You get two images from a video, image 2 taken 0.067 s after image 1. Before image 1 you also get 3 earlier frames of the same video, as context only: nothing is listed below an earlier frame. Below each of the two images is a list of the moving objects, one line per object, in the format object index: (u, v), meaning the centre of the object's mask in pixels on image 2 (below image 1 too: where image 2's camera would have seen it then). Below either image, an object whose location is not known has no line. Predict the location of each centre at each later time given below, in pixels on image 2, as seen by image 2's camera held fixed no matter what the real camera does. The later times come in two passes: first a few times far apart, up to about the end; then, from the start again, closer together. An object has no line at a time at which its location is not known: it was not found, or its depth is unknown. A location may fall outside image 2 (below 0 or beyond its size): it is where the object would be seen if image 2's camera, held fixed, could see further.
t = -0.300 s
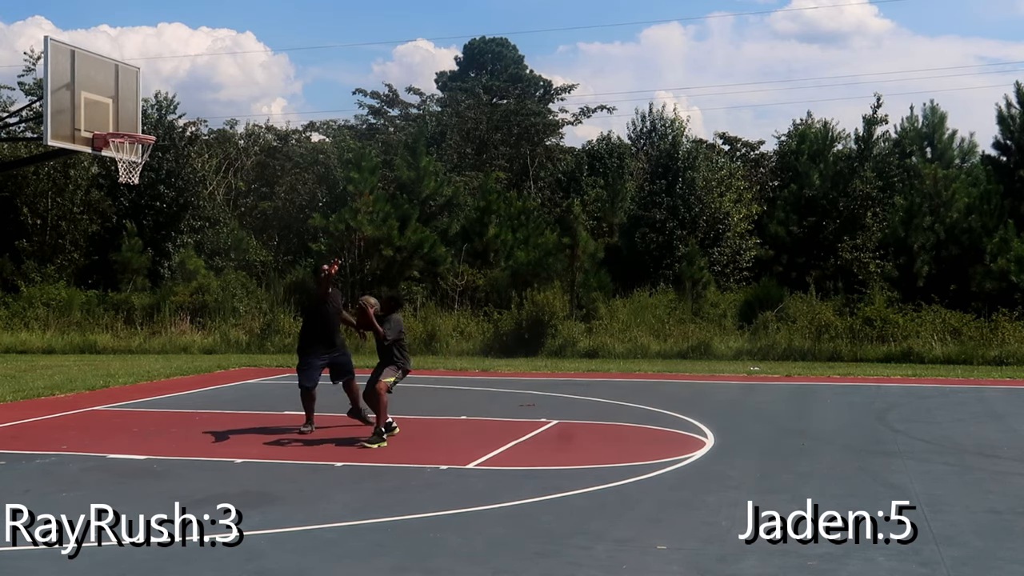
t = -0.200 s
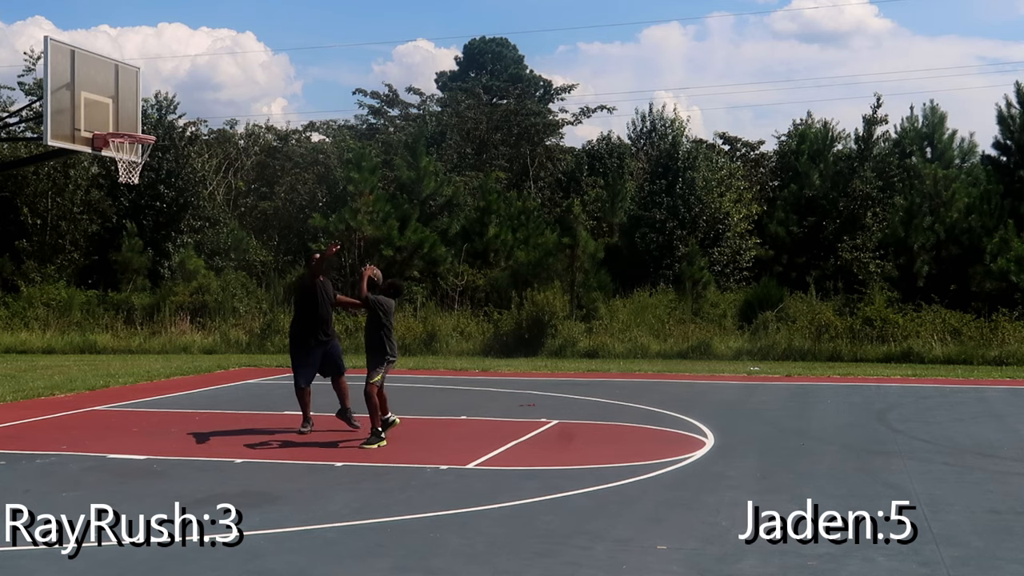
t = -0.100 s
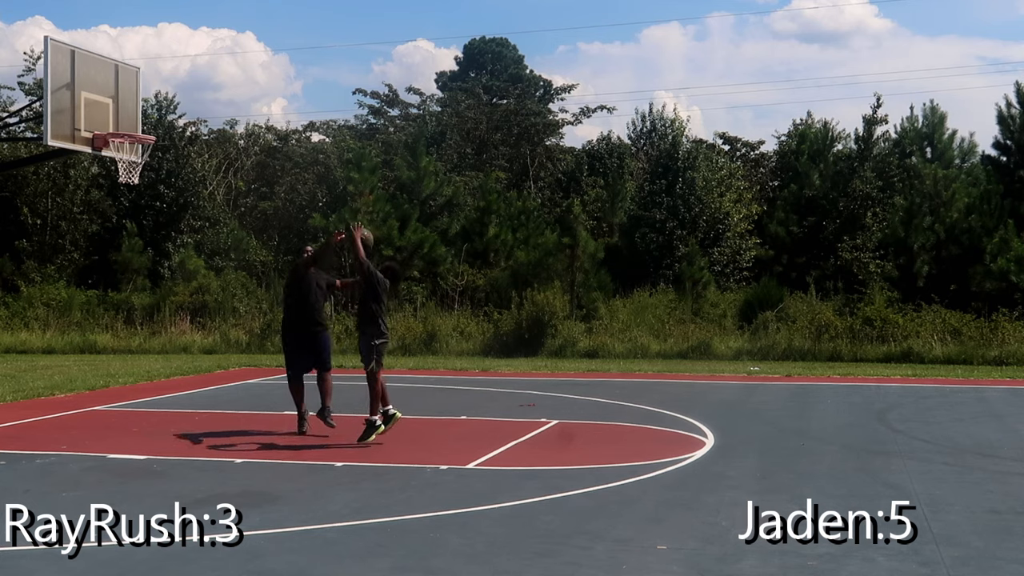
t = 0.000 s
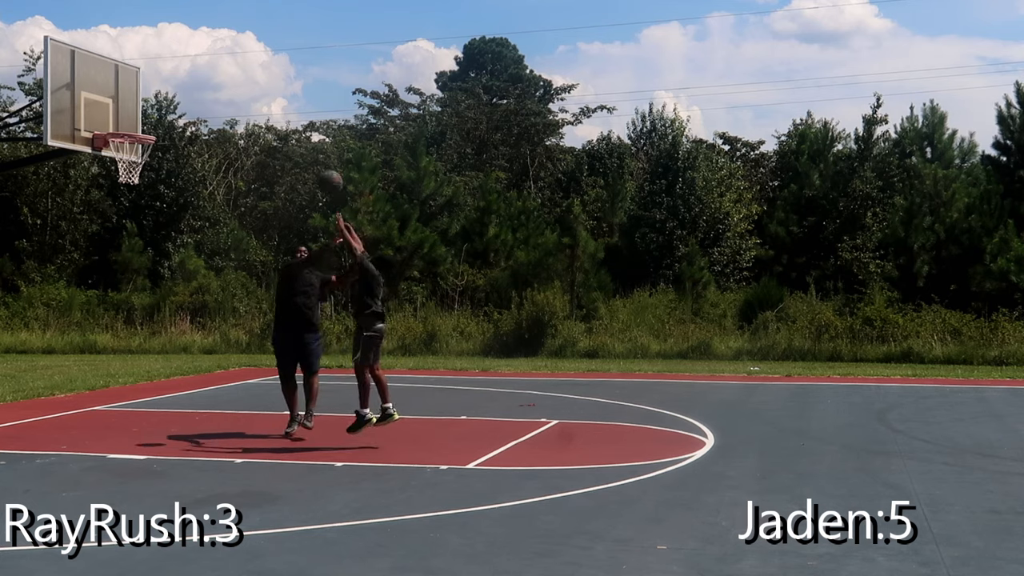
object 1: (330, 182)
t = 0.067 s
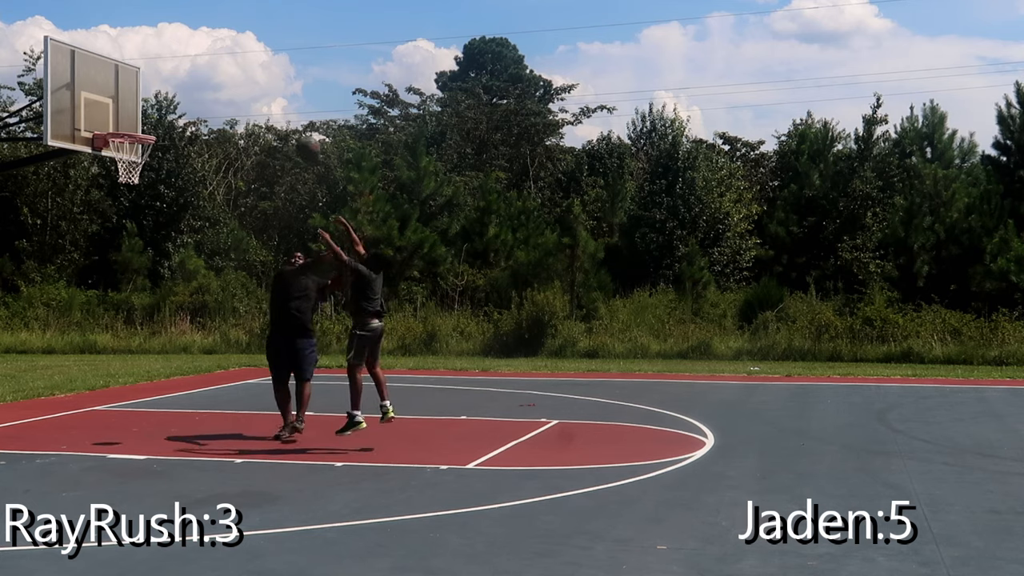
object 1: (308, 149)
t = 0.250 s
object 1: (249, 81)
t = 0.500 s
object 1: (171, 45)
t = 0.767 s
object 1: (93, 77)
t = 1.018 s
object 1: (125, 144)
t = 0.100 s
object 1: (297, 133)
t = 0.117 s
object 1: (291, 126)
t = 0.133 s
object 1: (286, 119)
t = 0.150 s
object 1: (281, 113)
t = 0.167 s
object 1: (275, 107)
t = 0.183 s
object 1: (270, 101)
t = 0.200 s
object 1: (265, 96)
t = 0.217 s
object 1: (259, 90)
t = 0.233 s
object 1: (254, 85)
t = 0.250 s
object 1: (249, 81)
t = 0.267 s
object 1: (243, 76)
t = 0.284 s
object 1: (238, 72)
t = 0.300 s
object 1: (233, 69)
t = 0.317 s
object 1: (228, 65)
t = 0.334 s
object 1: (223, 62)
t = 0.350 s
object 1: (217, 59)
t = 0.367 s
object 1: (212, 56)
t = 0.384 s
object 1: (207, 54)
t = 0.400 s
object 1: (202, 52)
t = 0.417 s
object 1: (197, 50)
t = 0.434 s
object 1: (192, 49)
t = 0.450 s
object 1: (186, 48)
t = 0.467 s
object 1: (181, 47)
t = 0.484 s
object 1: (177, 46)
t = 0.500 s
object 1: (171, 45)
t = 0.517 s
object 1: (166, 46)
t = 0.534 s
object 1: (161, 46)
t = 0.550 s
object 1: (157, 46)
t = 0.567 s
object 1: (152, 47)
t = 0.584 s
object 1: (147, 48)
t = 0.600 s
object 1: (142, 49)
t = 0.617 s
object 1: (137, 51)
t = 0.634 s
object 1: (132, 53)
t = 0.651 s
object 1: (127, 55)
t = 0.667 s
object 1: (122, 57)
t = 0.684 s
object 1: (117, 60)
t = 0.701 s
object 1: (112, 63)
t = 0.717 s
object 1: (108, 66)
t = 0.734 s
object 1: (103, 69)
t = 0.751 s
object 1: (98, 73)
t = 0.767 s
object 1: (93, 77)
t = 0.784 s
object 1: (88, 81)
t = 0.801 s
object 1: (83, 86)
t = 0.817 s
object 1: (79, 90)
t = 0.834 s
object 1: (80, 94)
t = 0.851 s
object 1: (85, 97)
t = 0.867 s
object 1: (88, 100)
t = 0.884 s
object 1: (93, 104)
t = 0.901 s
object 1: (96, 108)
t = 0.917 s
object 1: (101, 112)
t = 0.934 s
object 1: (104, 117)
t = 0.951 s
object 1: (108, 122)
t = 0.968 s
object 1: (113, 127)
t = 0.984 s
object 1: (116, 133)
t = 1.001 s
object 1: (120, 139)
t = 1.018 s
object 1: (125, 144)
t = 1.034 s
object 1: (129, 150)
